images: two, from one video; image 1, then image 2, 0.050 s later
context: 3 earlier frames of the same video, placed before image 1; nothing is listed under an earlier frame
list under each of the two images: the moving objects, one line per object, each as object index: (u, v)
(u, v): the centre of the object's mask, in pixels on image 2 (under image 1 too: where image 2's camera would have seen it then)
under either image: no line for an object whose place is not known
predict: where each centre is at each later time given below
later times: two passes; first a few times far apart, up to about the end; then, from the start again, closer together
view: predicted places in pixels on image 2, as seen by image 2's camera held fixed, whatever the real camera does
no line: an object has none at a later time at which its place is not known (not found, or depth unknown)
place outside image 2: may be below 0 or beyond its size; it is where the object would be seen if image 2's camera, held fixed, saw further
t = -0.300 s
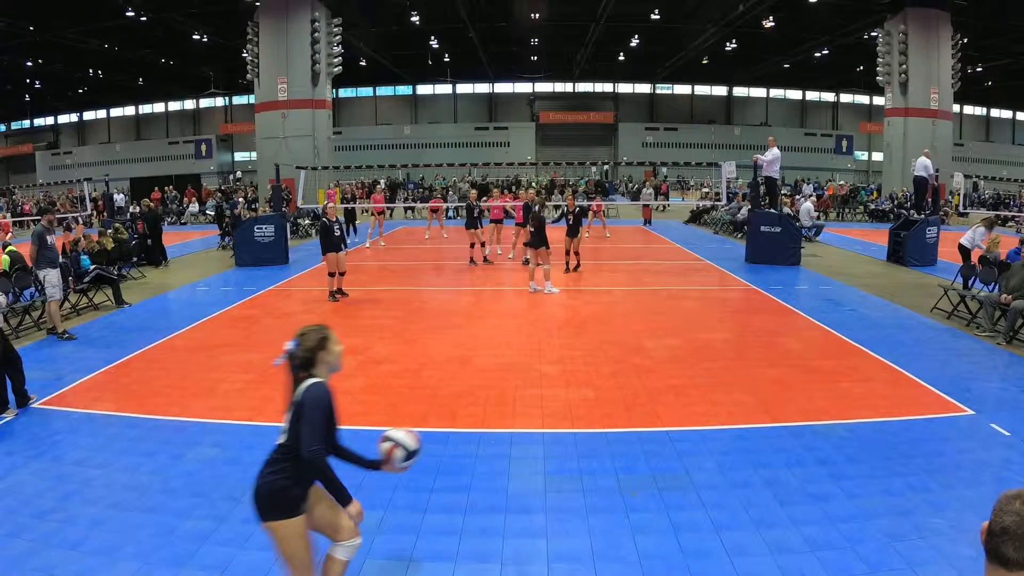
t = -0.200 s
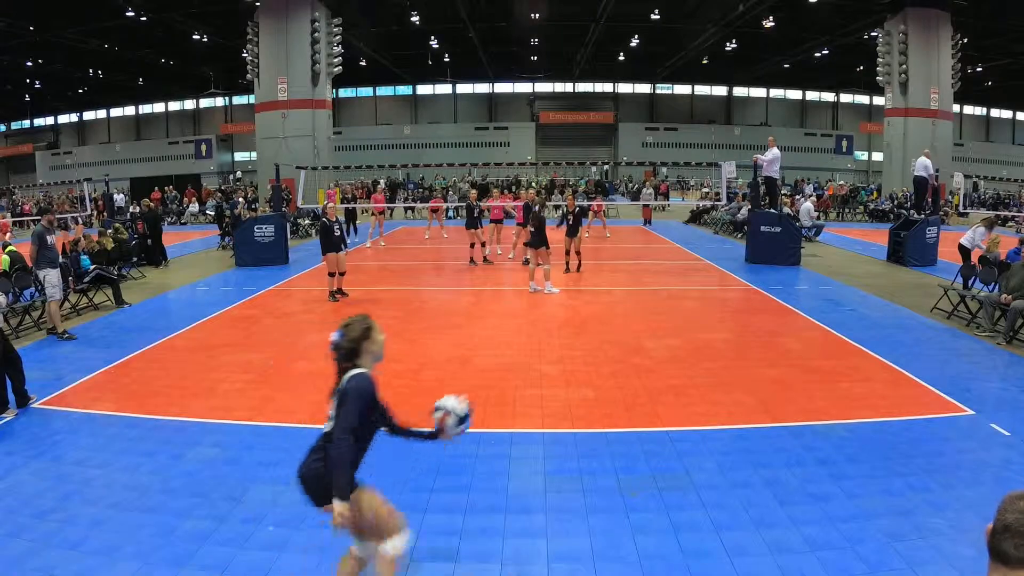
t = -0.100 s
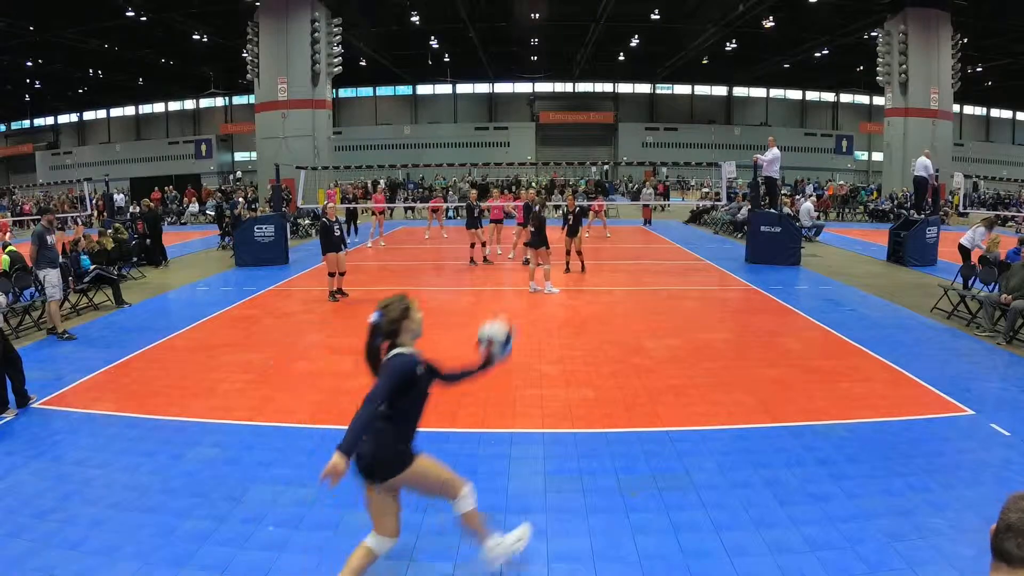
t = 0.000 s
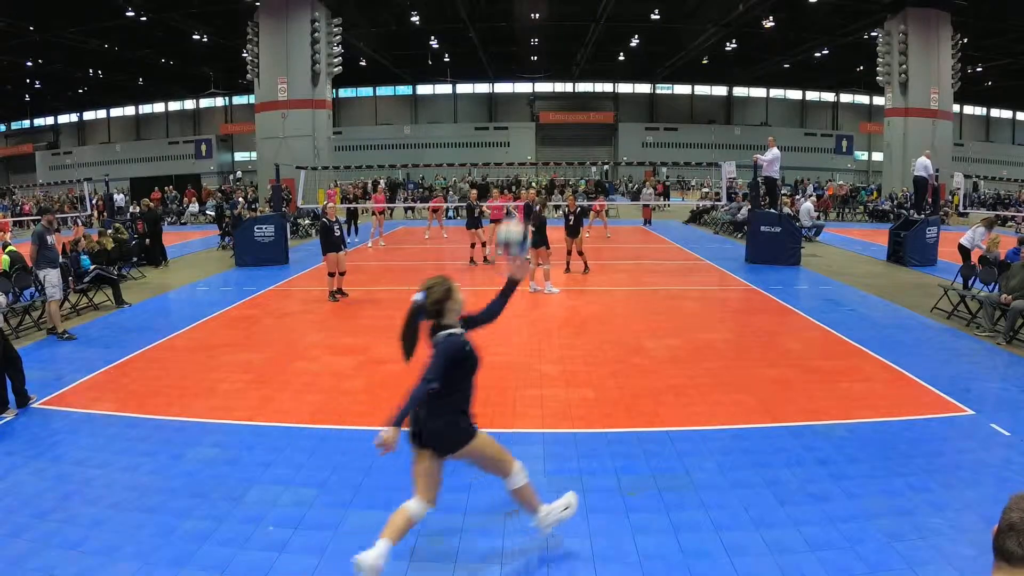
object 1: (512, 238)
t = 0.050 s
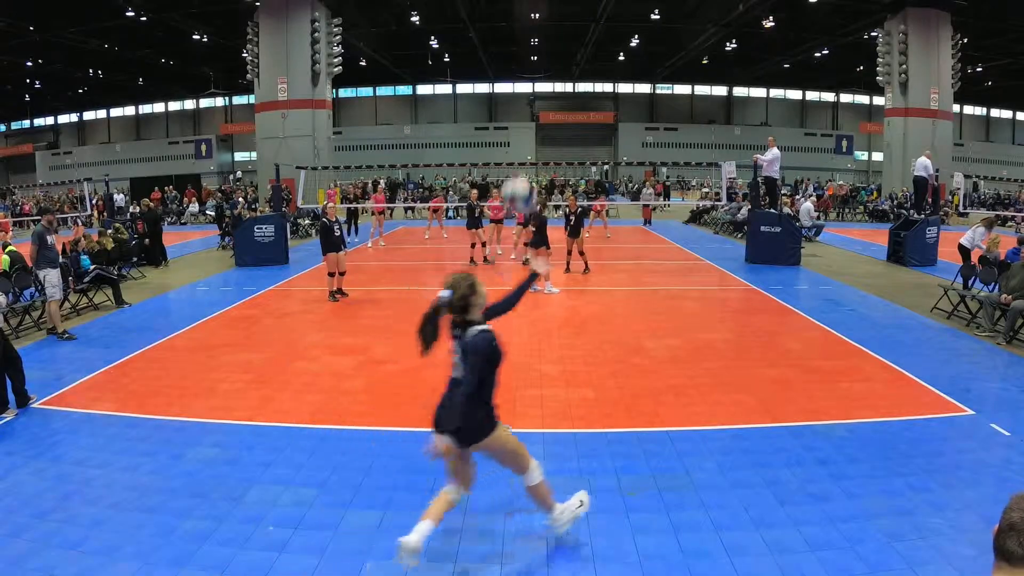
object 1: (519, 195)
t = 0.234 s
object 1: (539, 89)
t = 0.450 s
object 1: (561, 48)
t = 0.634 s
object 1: (576, 68)
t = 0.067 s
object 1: (520, 181)
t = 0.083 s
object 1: (522, 169)
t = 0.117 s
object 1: (526, 149)
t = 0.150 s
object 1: (530, 128)
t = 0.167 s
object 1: (532, 118)
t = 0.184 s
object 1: (533, 110)
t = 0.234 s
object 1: (539, 89)
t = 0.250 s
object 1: (541, 83)
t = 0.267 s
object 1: (543, 77)
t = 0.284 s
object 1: (545, 71)
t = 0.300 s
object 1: (547, 67)
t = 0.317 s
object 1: (548, 63)
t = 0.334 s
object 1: (550, 61)
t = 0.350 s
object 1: (551, 57)
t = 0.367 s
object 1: (553, 55)
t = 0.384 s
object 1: (555, 53)
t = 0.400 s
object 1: (556, 51)
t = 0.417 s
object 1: (558, 50)
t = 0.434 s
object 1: (560, 49)
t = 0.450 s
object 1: (561, 48)
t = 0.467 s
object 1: (563, 48)
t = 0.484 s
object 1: (564, 48)
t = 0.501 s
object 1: (565, 49)
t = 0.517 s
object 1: (567, 51)
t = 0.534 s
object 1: (568, 52)
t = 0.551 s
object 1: (570, 54)
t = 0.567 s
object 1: (571, 56)
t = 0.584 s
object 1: (572, 59)
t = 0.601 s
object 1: (574, 62)
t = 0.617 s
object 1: (575, 65)
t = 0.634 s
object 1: (576, 68)
